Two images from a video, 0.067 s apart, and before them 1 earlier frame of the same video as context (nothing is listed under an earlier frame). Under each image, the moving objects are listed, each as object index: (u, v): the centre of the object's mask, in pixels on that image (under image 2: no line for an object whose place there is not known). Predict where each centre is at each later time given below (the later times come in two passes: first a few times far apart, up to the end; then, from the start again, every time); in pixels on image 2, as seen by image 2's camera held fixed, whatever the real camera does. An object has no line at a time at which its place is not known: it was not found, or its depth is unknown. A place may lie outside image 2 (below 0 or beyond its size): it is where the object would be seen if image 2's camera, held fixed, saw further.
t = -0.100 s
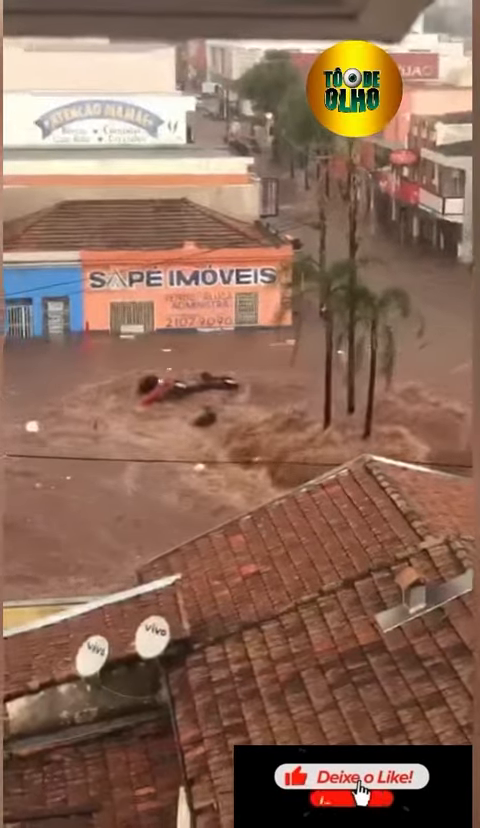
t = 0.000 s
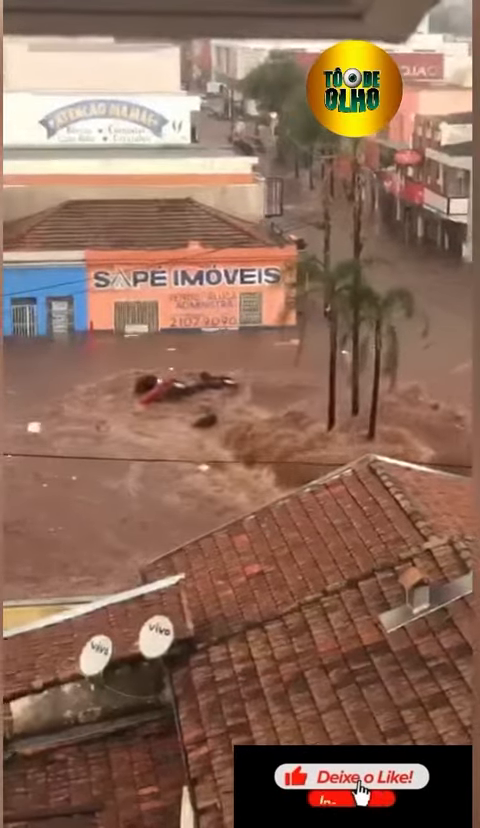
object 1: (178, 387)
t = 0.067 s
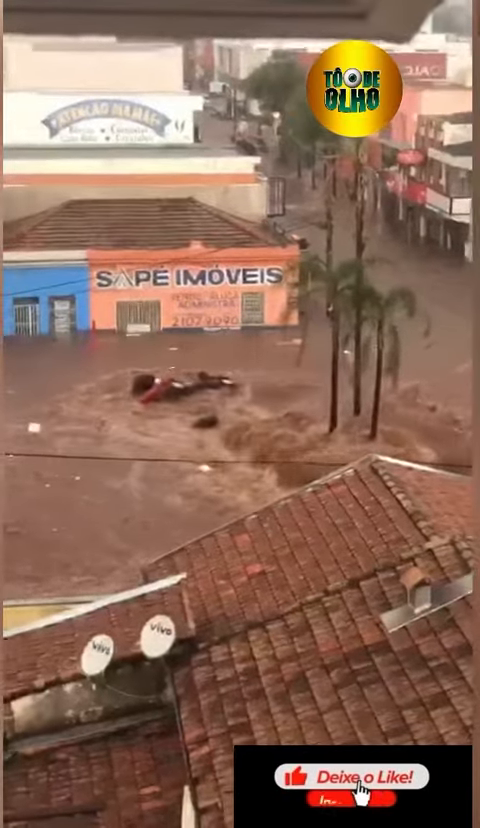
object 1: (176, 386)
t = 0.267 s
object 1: (161, 384)
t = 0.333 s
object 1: (156, 384)
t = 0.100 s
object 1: (171, 384)
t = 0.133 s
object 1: (170, 384)
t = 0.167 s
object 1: (167, 384)
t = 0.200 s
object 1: (165, 384)
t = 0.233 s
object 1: (163, 384)
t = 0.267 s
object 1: (161, 384)
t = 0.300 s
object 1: (159, 384)
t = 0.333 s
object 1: (156, 384)
